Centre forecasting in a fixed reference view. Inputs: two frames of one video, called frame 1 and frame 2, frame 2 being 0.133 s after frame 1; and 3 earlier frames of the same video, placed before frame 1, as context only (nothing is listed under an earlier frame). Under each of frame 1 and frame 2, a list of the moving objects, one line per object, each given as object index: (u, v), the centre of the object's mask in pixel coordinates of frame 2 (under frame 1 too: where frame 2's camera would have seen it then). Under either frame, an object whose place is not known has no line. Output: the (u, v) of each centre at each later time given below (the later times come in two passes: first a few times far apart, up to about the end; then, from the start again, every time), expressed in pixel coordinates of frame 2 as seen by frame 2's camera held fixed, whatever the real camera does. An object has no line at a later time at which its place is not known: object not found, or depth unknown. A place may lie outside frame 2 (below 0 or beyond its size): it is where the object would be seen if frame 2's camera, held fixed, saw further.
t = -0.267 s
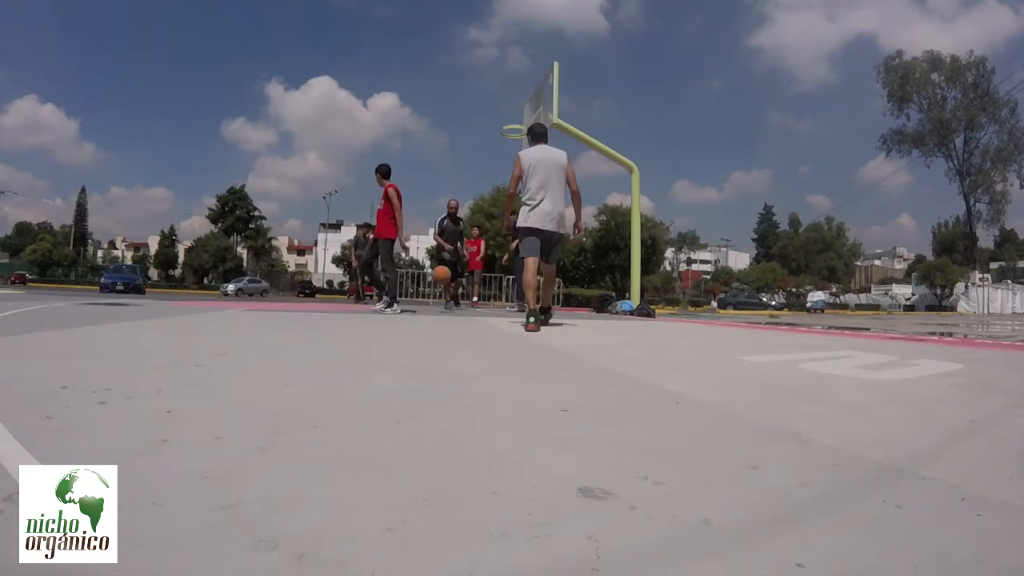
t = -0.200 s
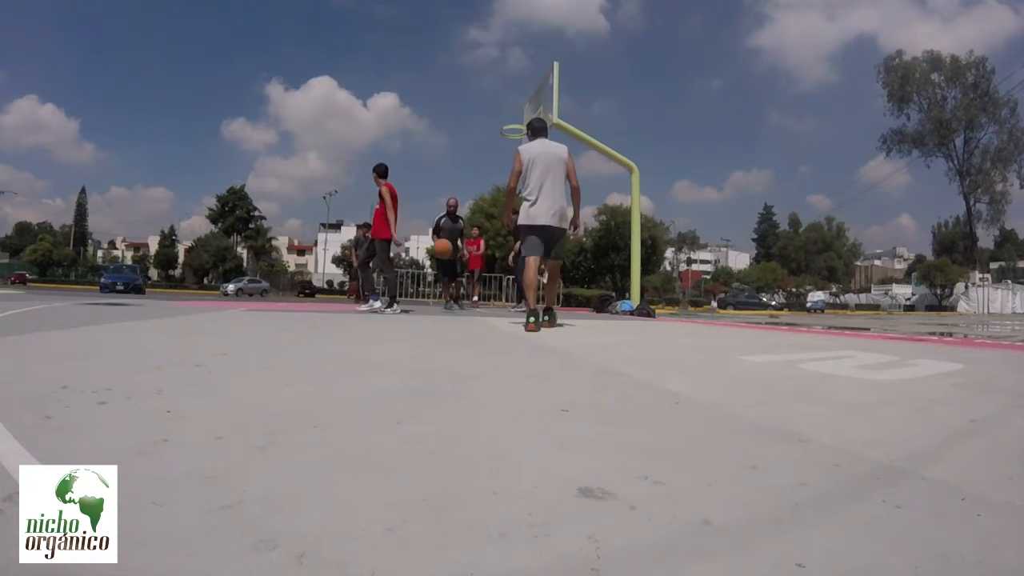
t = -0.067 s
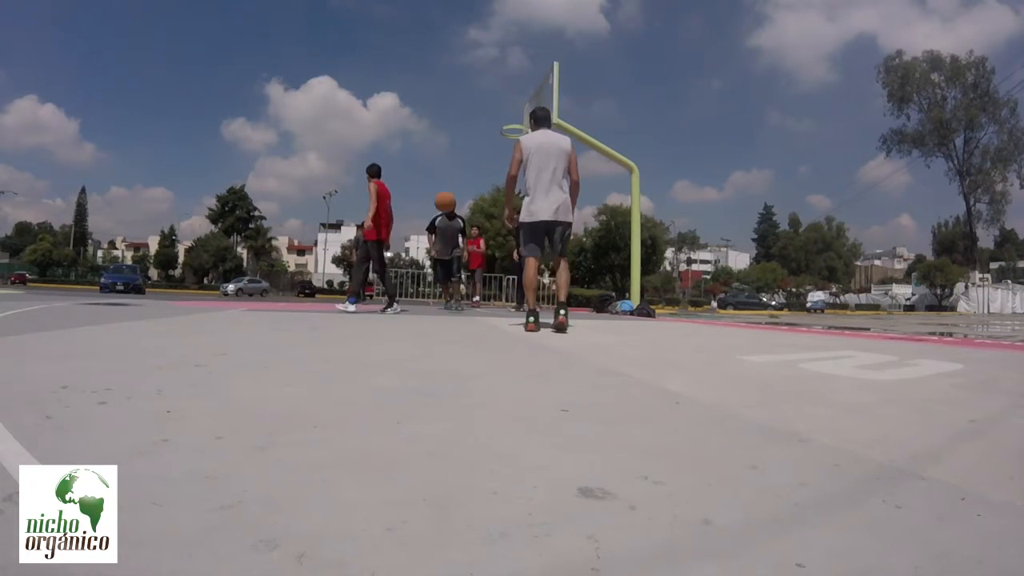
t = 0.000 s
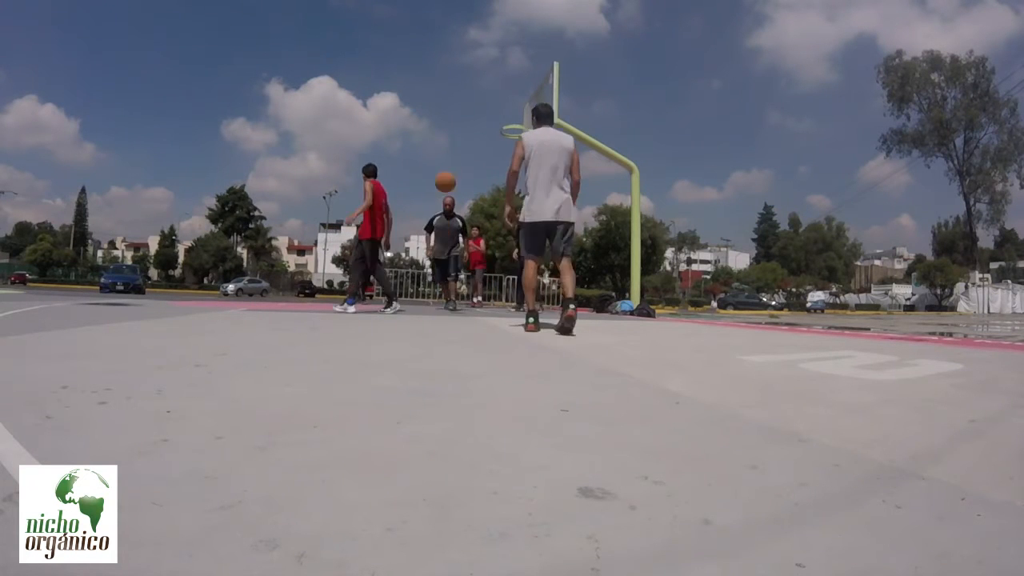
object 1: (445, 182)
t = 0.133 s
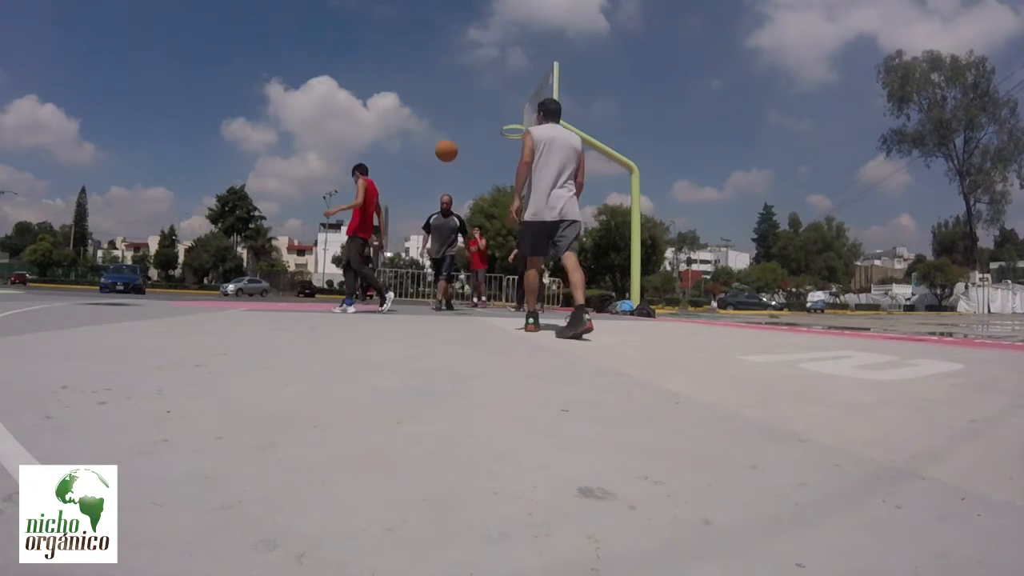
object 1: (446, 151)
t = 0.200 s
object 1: (446, 139)
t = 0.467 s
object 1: (445, 132)
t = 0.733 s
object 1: (435, 222)
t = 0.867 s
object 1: (428, 309)
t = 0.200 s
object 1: (446, 139)
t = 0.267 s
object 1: (447, 131)
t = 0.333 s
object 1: (446, 127)
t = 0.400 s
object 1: (446, 127)
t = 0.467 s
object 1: (445, 132)
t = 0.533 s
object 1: (443, 142)
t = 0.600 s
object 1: (441, 160)
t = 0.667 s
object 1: (439, 186)
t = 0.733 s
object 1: (435, 222)
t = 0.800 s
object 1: (432, 271)
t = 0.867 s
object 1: (428, 309)
